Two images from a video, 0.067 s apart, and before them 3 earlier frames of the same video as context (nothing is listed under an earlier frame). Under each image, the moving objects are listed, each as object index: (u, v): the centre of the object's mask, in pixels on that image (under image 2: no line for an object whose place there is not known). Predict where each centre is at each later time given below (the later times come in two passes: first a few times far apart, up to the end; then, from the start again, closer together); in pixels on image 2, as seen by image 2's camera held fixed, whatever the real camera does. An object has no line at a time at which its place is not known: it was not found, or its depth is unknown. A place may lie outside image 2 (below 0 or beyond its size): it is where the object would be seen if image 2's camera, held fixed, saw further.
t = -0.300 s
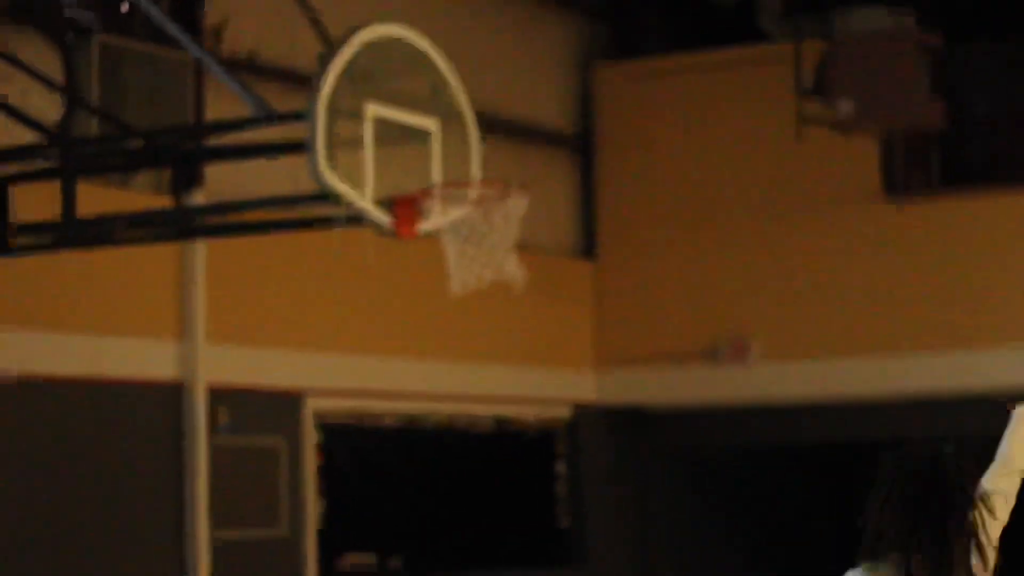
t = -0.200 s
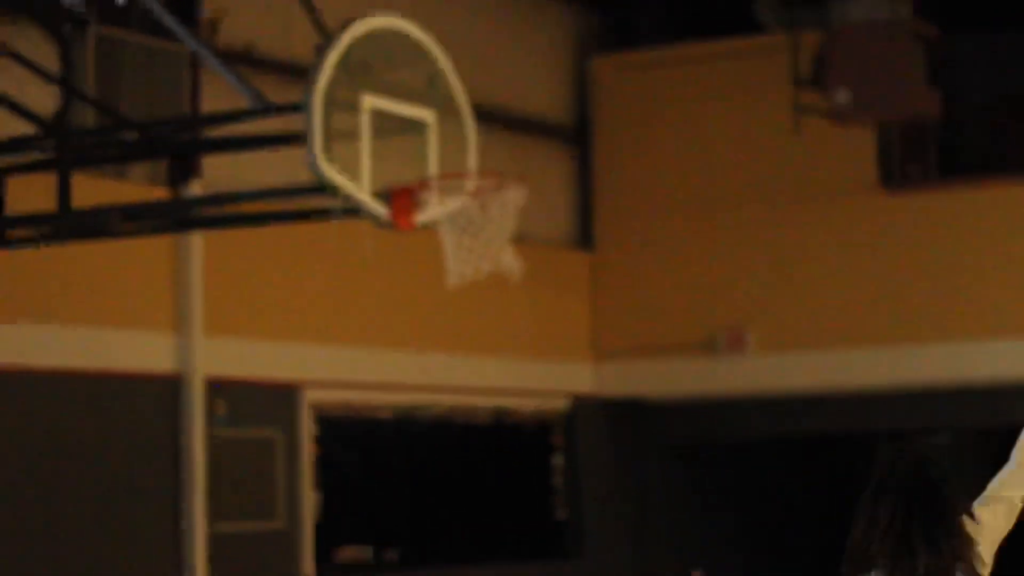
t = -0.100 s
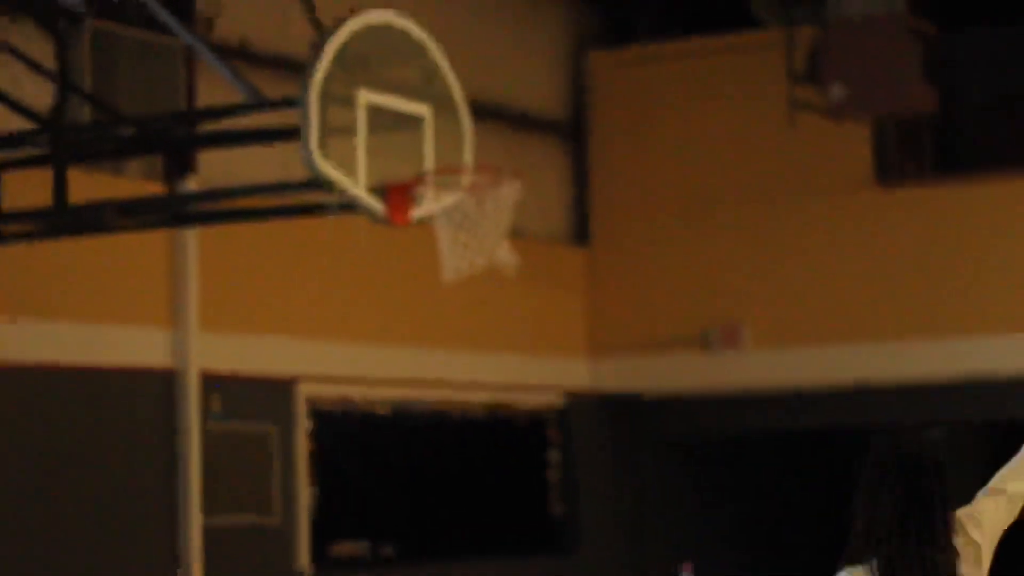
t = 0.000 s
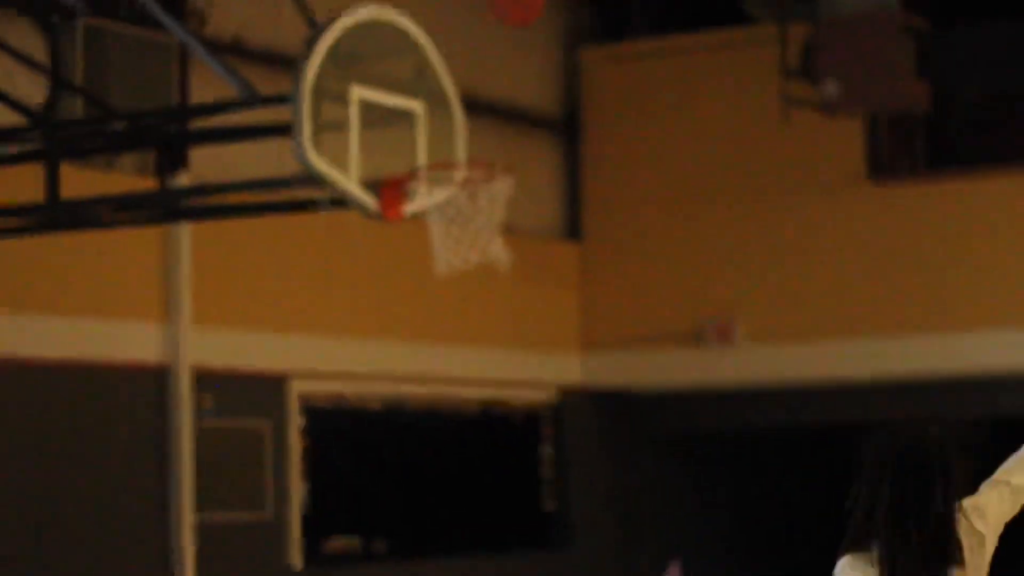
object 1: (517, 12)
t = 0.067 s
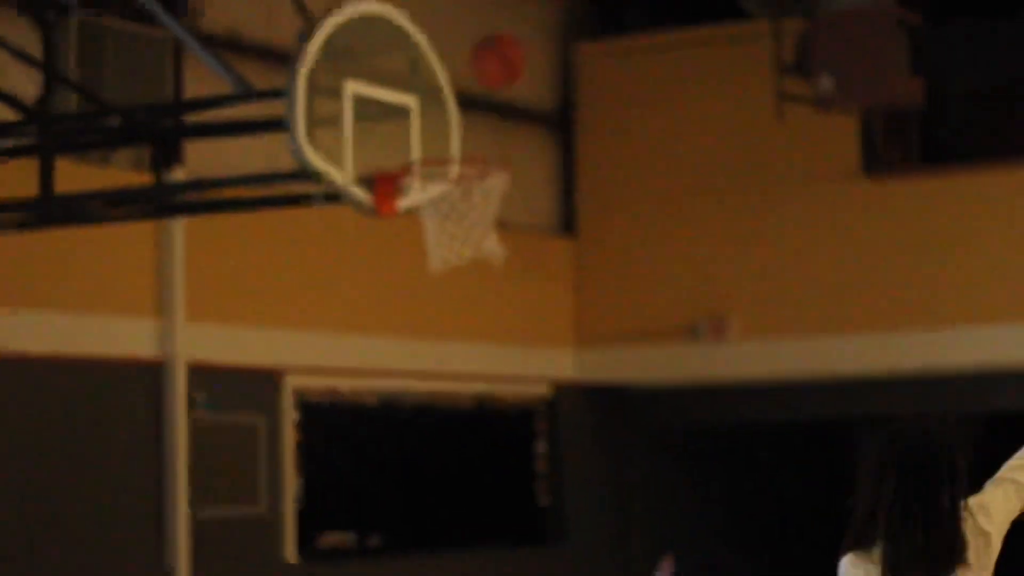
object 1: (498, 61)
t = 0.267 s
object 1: (430, 178)
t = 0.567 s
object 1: (497, 231)
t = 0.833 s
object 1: (507, 375)
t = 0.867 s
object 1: (509, 404)
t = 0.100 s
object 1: (491, 97)
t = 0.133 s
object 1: (486, 135)
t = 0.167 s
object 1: (474, 162)
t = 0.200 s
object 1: (454, 172)
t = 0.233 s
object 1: (433, 176)
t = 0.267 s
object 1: (430, 178)
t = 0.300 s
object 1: (444, 180)
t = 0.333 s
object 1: (459, 181)
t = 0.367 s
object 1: (472, 184)
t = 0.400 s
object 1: (478, 194)
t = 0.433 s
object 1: (480, 202)
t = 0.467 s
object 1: (497, 210)
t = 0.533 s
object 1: (498, 221)
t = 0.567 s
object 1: (497, 231)
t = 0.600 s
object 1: (499, 240)
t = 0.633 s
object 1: (502, 254)
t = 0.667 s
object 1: (500, 268)
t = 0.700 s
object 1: (501, 286)
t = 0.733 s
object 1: (504, 304)
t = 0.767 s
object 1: (505, 325)
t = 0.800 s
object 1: (506, 350)
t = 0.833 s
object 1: (507, 375)
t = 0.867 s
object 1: (509, 404)
